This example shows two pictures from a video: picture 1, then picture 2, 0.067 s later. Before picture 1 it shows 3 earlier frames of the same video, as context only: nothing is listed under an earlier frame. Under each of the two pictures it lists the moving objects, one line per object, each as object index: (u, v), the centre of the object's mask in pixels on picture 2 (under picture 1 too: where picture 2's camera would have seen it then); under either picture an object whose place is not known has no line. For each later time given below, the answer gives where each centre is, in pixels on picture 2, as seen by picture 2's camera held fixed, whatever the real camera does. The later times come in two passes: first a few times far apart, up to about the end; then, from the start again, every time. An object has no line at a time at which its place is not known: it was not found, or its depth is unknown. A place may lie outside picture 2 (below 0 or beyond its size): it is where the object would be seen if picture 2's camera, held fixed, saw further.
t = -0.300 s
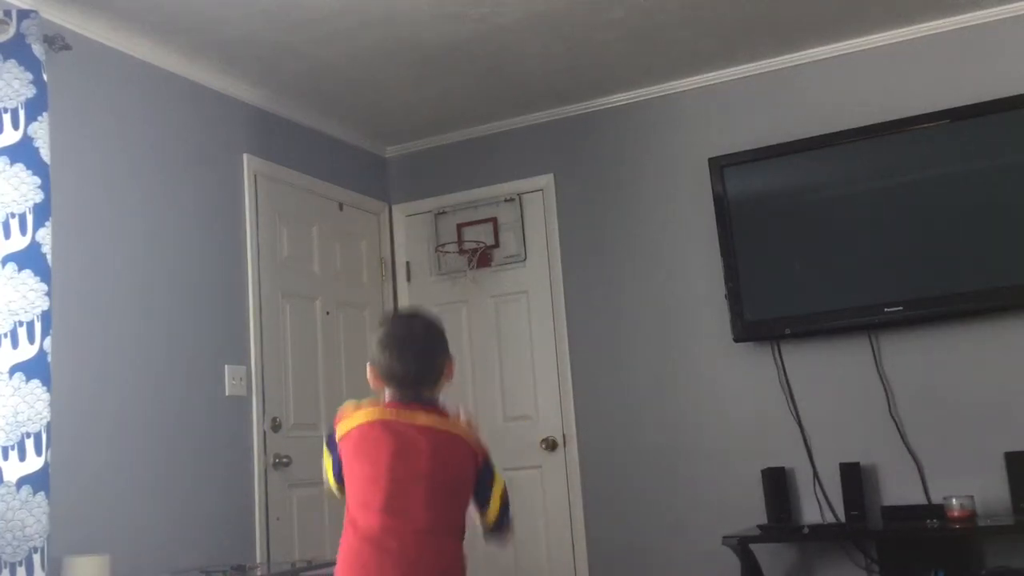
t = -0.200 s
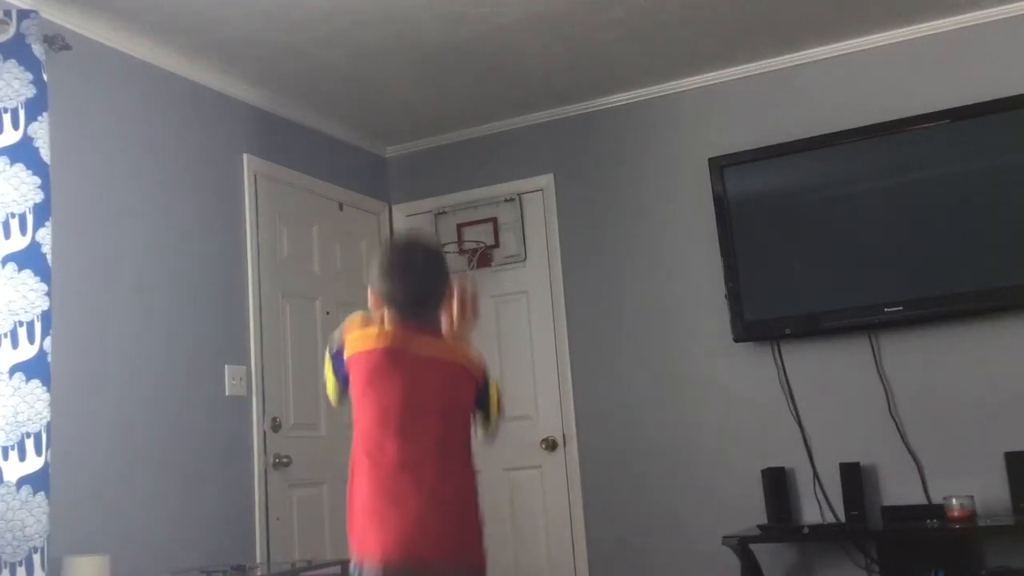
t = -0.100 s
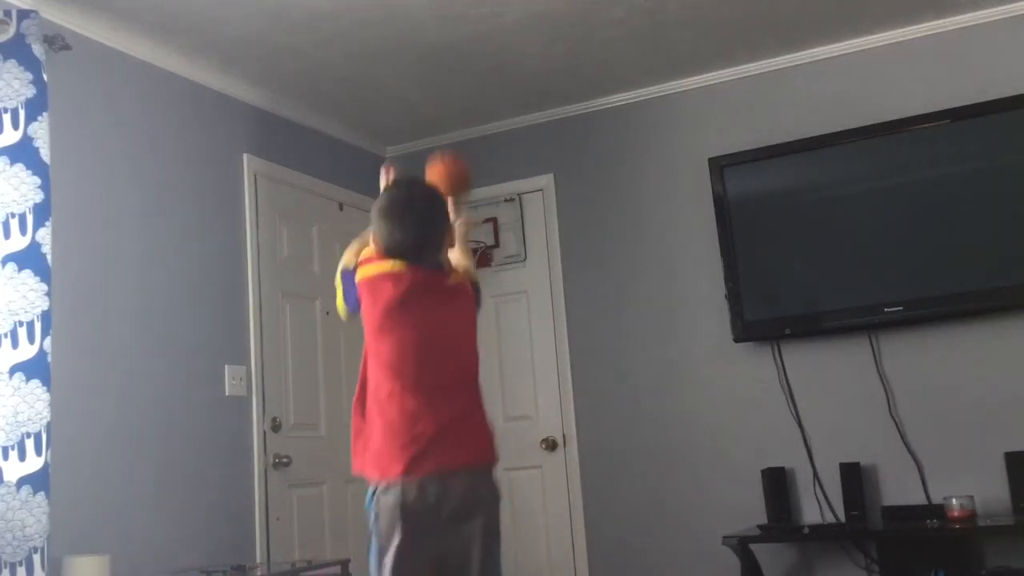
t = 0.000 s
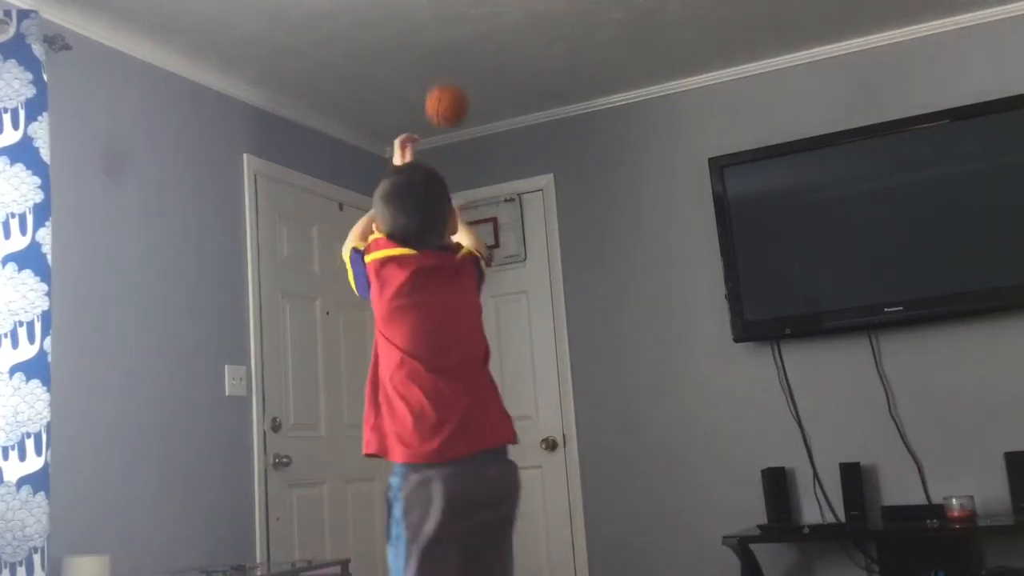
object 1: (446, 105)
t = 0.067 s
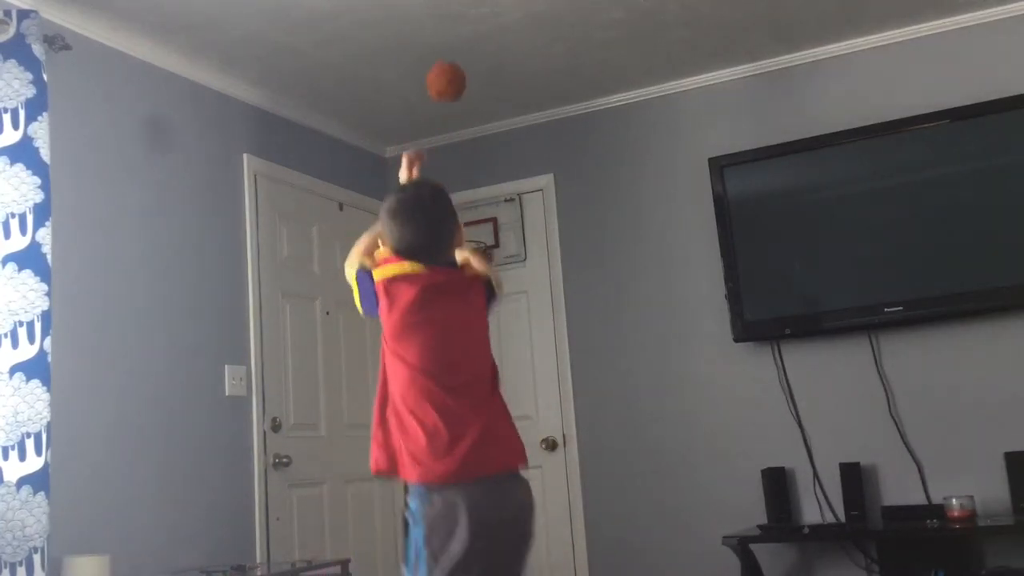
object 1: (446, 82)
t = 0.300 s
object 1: (451, 106)
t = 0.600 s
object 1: (469, 269)
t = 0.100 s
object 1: (446, 77)
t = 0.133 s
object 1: (446, 74)
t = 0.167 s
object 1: (447, 75)
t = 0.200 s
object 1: (447, 79)
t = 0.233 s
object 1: (448, 85)
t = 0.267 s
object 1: (450, 94)
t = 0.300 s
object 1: (451, 106)
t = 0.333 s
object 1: (452, 118)
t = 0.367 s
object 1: (453, 135)
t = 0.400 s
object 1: (455, 151)
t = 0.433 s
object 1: (457, 171)
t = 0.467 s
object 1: (459, 192)
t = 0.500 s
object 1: (462, 216)
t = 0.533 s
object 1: (463, 239)
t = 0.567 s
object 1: (466, 258)
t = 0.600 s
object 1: (469, 269)
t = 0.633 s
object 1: (470, 286)
